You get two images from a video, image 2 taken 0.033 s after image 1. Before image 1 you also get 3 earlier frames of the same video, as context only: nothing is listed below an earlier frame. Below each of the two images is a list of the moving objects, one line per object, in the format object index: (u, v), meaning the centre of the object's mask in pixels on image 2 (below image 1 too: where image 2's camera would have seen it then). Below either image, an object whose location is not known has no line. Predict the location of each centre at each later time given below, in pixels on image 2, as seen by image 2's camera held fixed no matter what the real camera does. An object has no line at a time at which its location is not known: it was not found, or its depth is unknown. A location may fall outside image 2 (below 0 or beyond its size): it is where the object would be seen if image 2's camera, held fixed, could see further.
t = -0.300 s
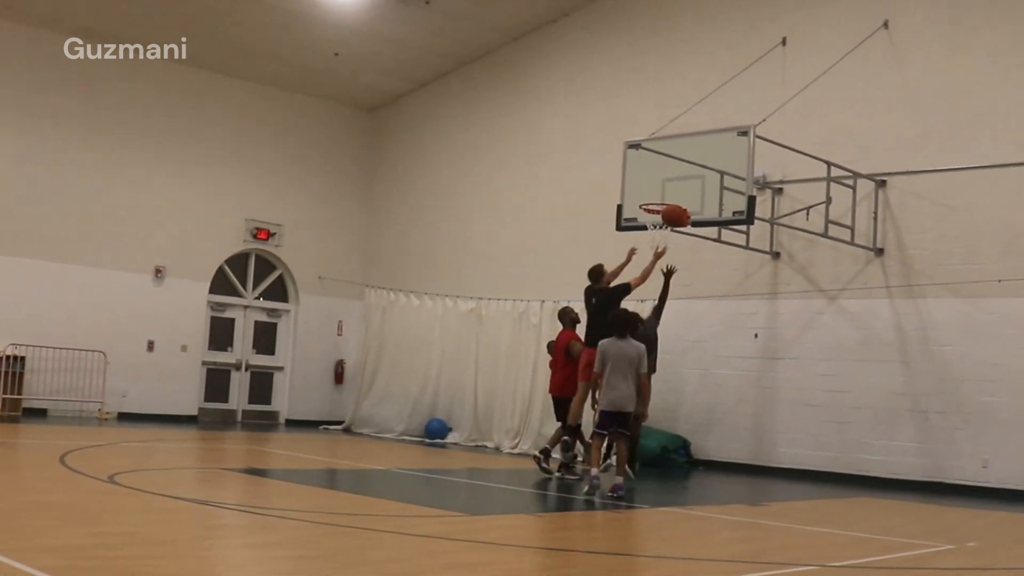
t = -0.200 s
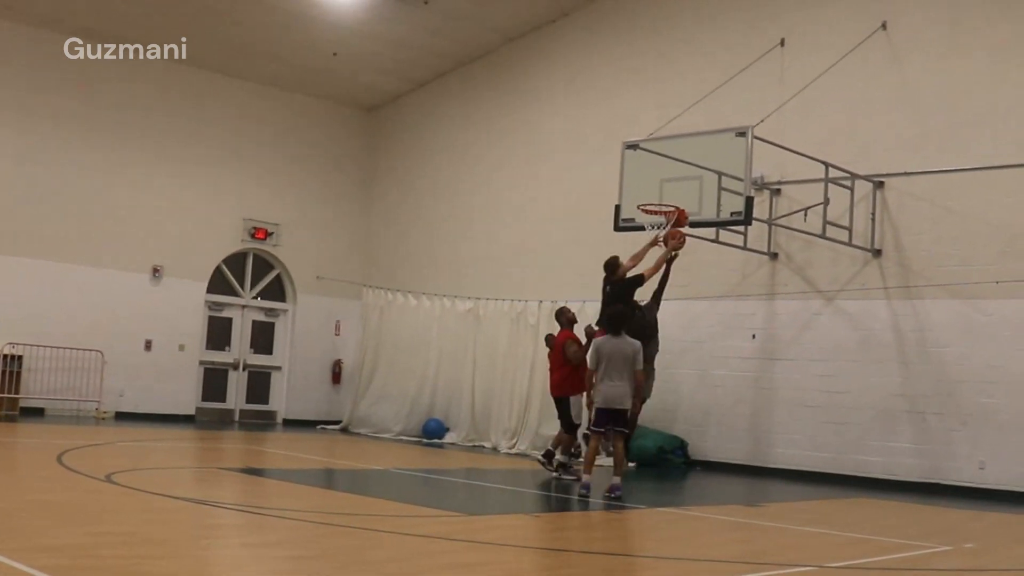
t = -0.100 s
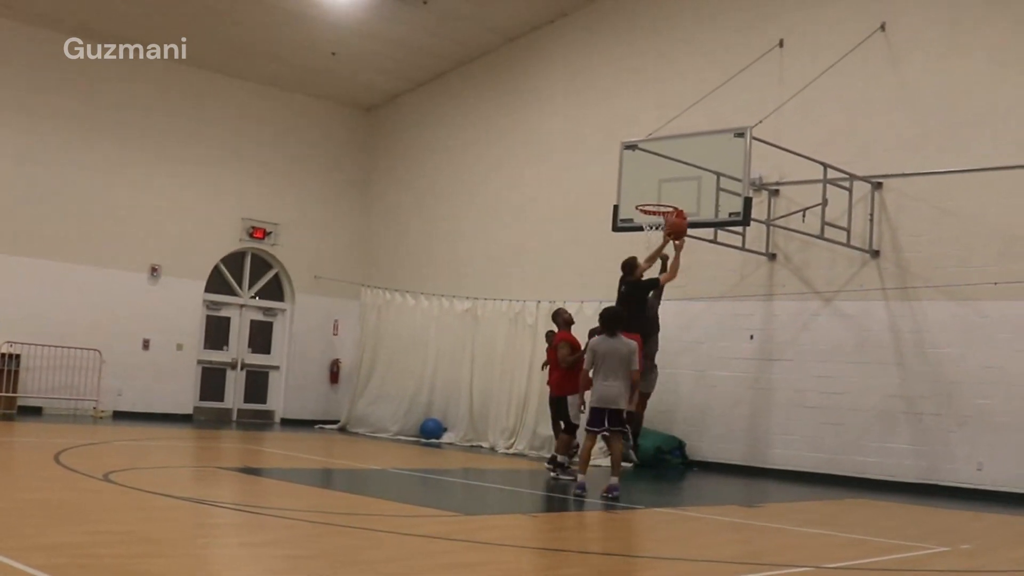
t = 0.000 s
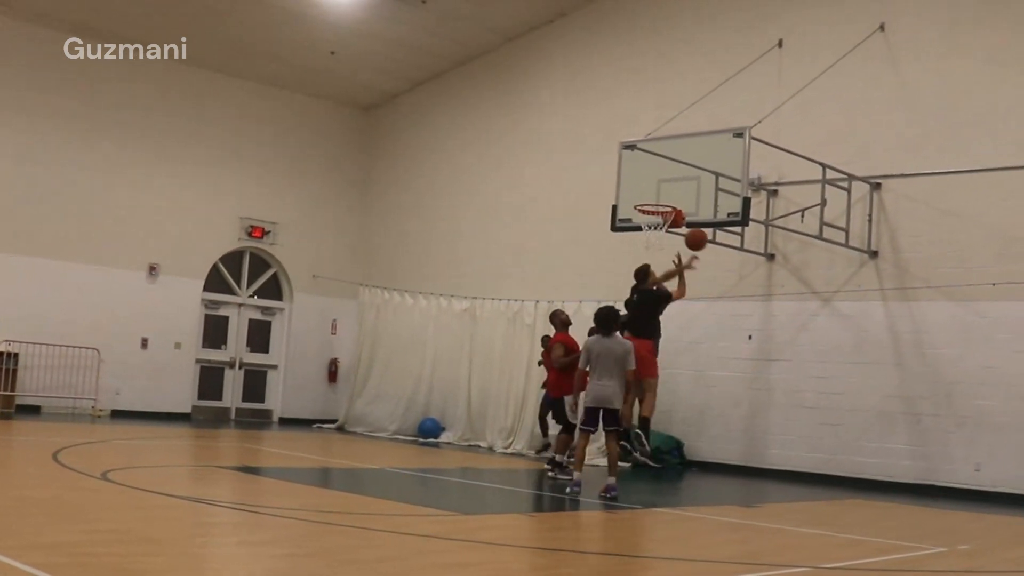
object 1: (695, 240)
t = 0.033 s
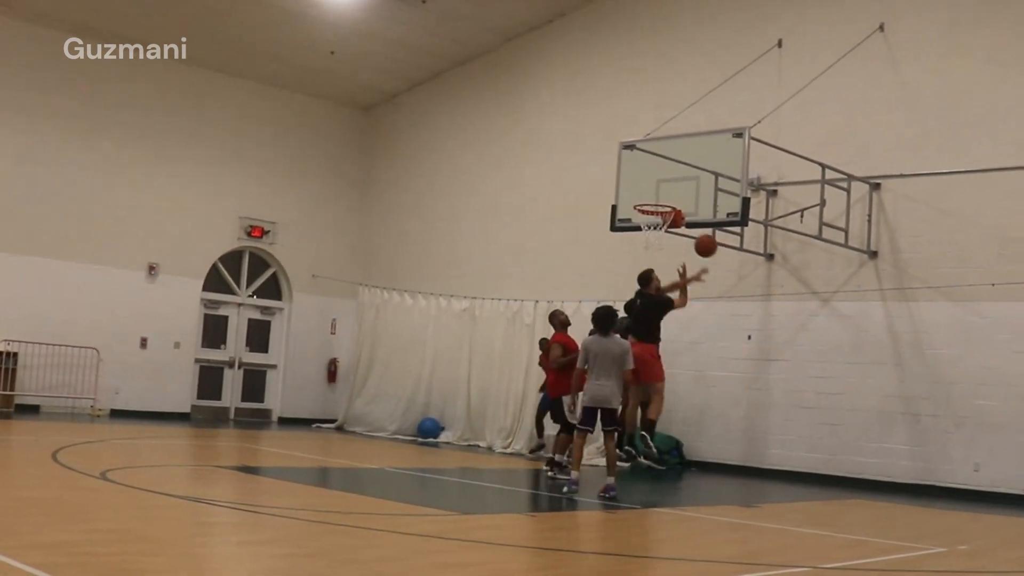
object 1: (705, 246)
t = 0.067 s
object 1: (716, 253)
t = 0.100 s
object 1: (726, 261)
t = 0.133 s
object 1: (736, 270)
